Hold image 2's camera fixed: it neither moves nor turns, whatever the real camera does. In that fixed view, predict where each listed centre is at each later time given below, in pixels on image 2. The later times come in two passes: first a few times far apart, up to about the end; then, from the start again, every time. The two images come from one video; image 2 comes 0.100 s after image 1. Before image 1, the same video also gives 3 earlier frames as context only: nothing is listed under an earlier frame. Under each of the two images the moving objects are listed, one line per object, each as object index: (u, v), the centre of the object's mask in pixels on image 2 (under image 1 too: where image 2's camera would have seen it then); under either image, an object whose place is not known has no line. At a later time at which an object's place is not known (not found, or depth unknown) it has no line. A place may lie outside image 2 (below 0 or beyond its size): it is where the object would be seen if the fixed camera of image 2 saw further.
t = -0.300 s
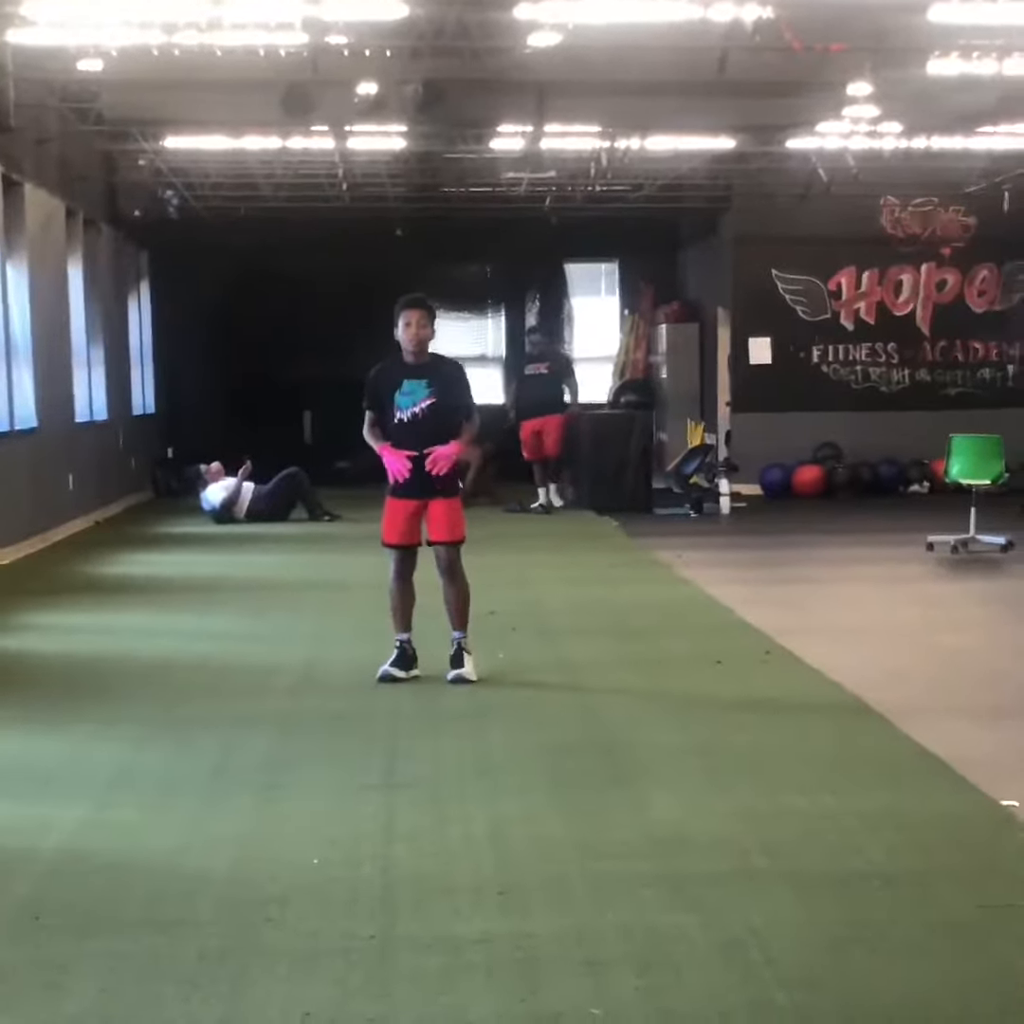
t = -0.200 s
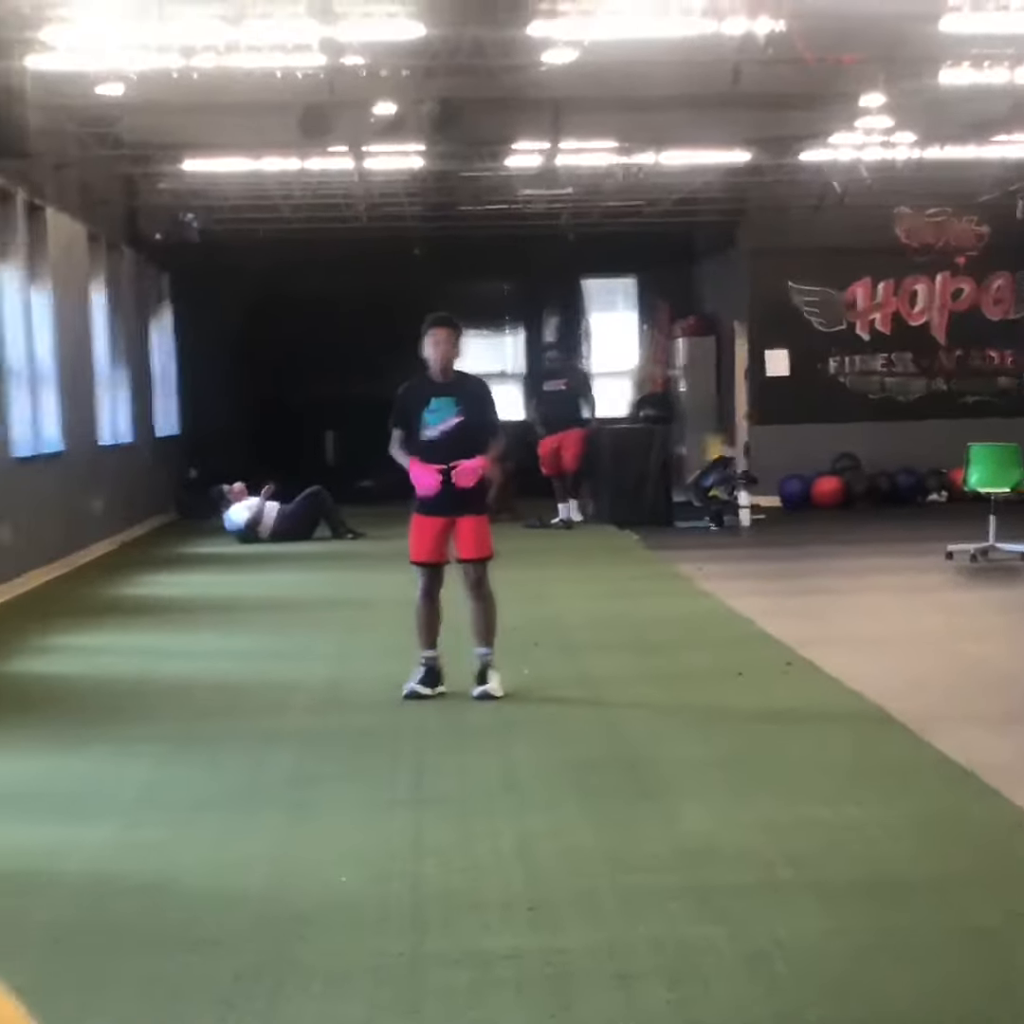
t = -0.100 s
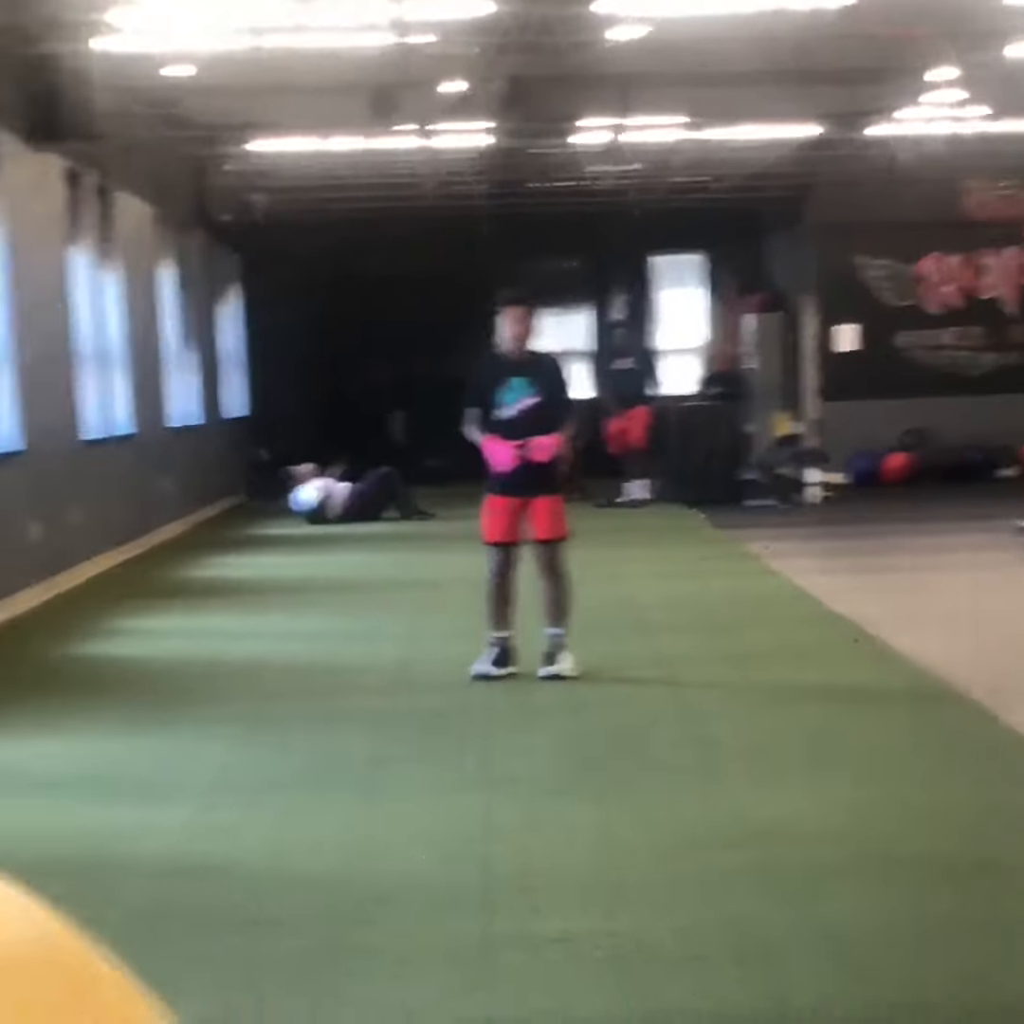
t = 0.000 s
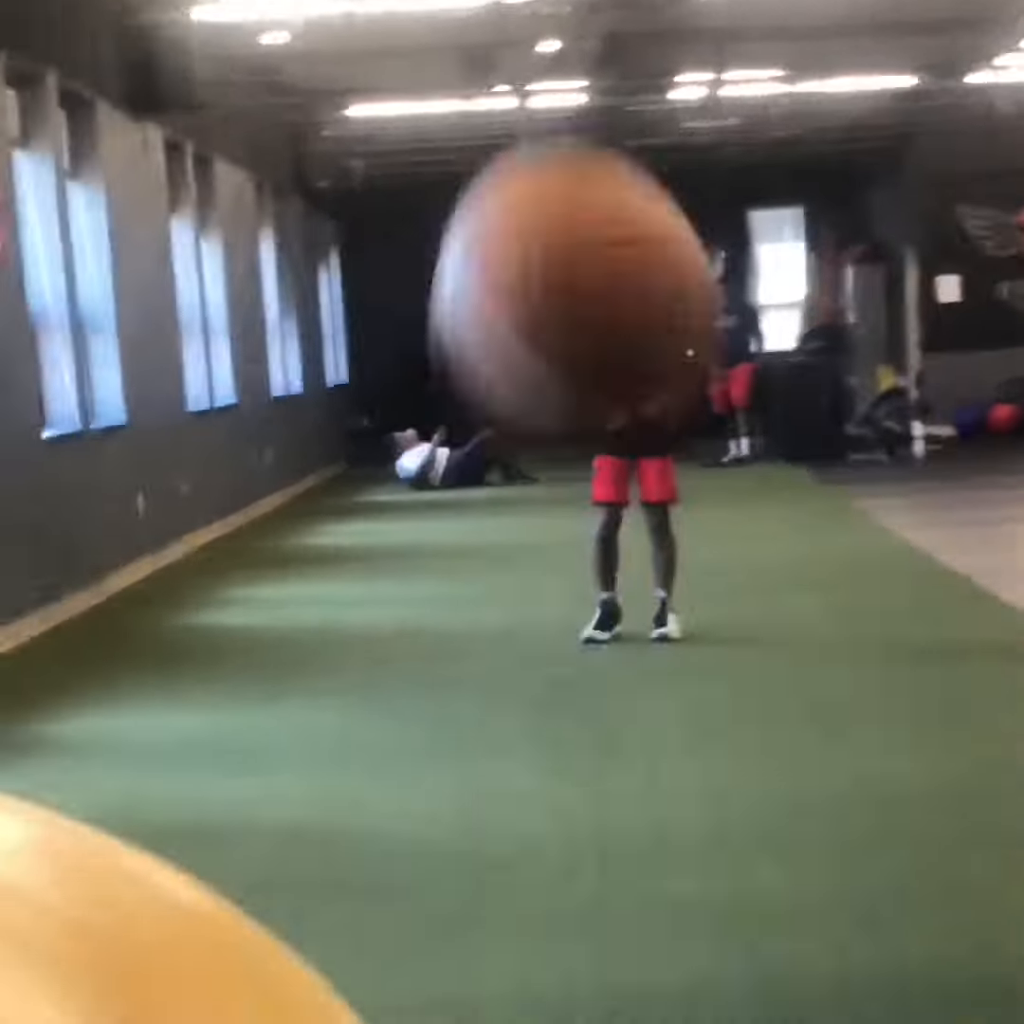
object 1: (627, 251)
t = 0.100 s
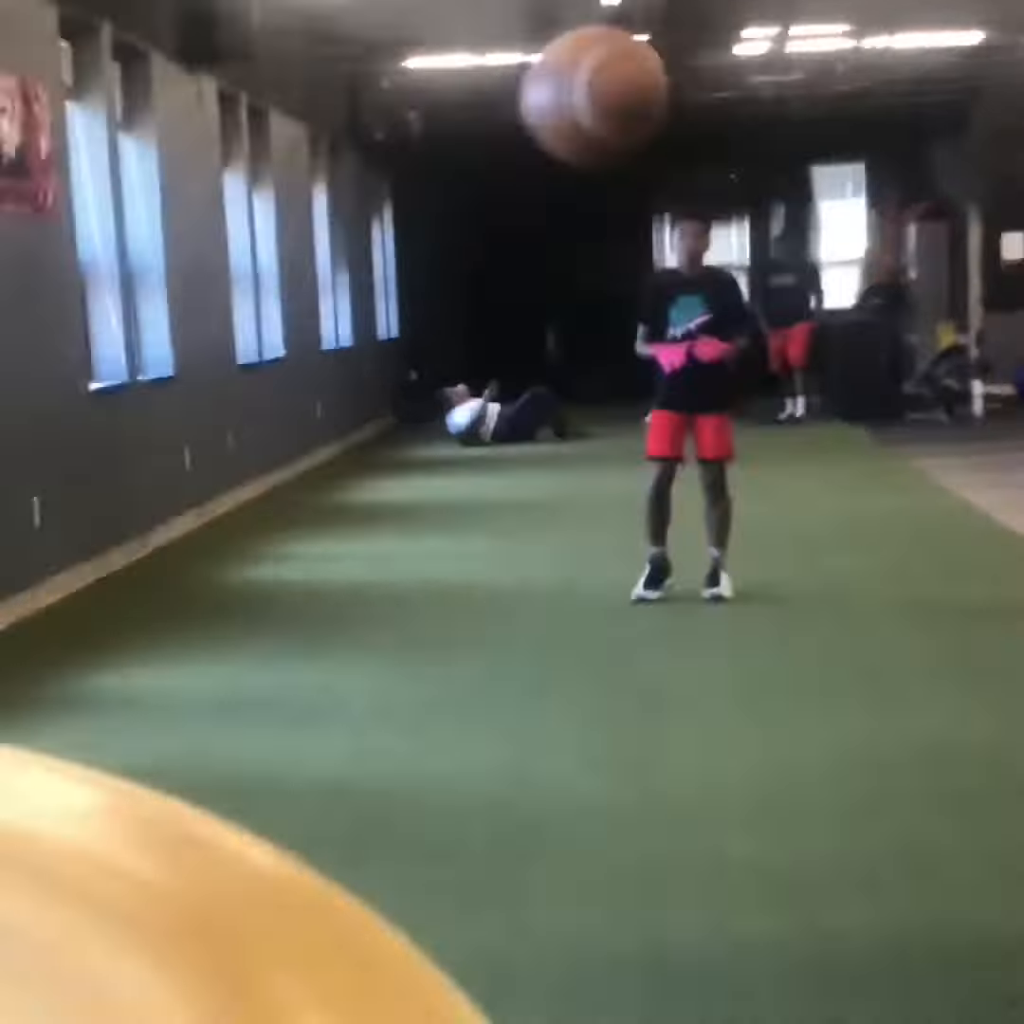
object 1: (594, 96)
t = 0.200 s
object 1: (578, 108)
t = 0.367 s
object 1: (564, 207)
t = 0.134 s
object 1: (583, 98)
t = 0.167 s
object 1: (574, 102)
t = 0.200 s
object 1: (578, 108)
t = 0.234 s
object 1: (571, 127)
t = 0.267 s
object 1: (568, 142)
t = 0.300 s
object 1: (568, 164)
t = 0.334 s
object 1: (566, 188)
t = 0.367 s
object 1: (564, 207)
